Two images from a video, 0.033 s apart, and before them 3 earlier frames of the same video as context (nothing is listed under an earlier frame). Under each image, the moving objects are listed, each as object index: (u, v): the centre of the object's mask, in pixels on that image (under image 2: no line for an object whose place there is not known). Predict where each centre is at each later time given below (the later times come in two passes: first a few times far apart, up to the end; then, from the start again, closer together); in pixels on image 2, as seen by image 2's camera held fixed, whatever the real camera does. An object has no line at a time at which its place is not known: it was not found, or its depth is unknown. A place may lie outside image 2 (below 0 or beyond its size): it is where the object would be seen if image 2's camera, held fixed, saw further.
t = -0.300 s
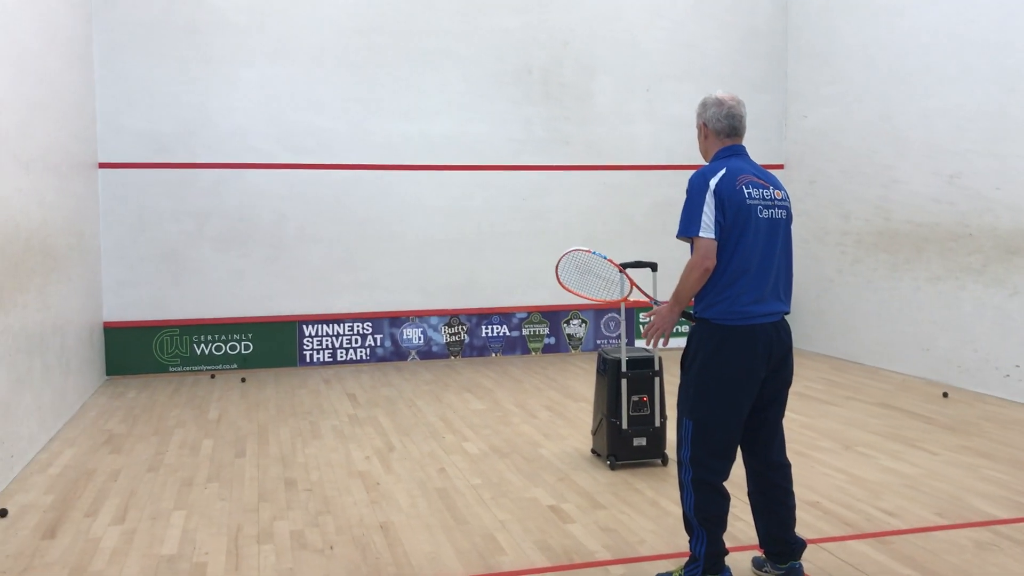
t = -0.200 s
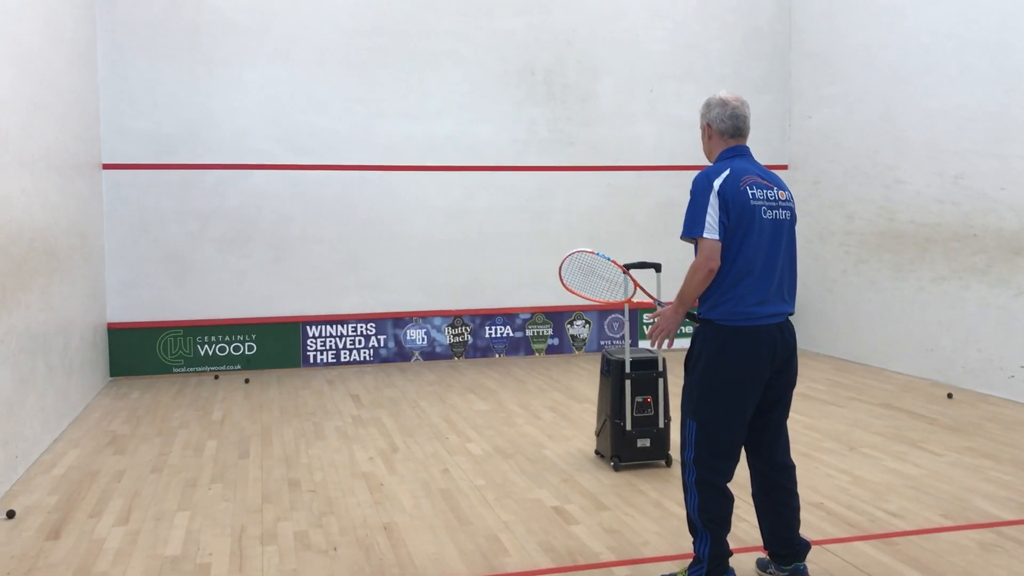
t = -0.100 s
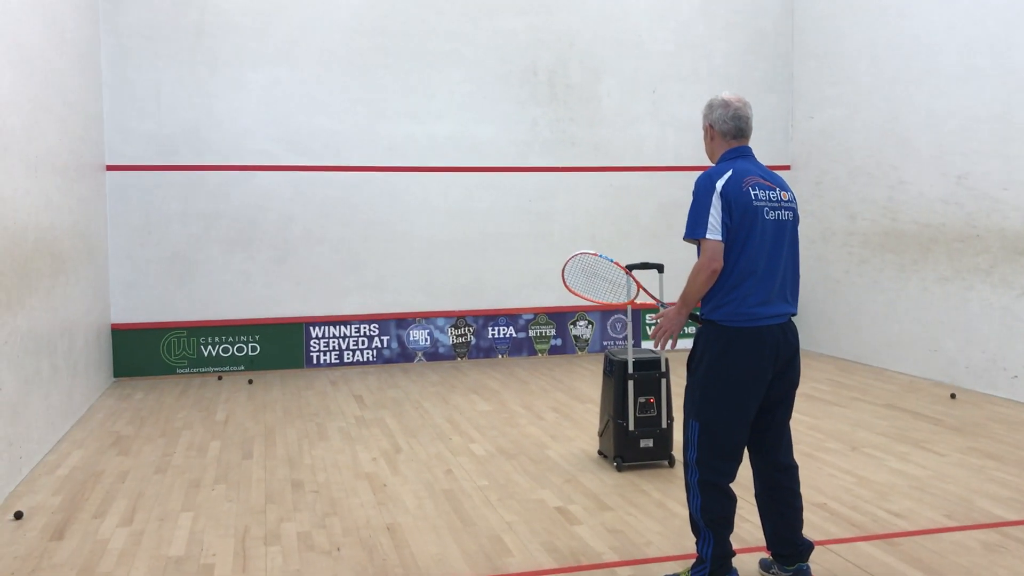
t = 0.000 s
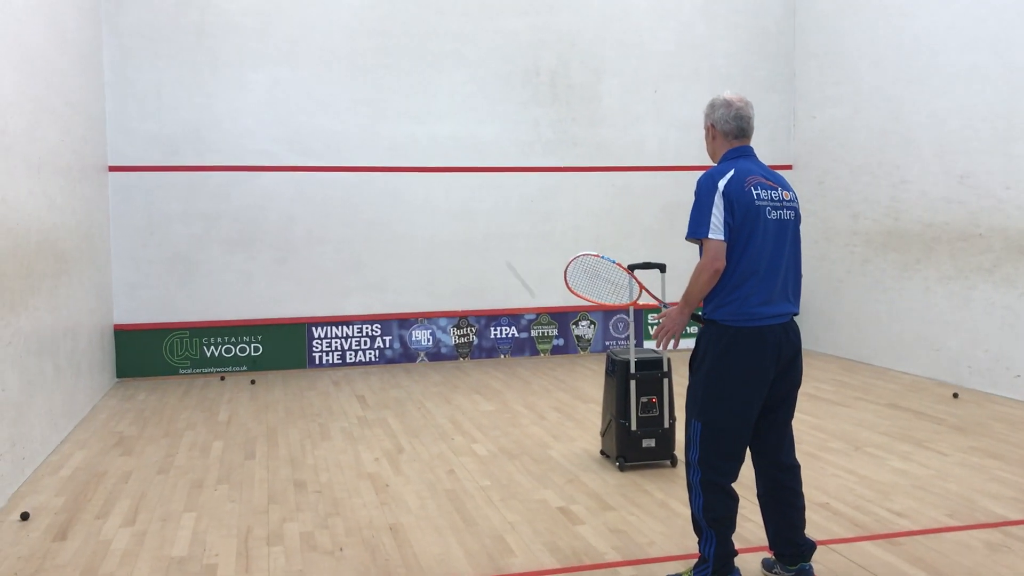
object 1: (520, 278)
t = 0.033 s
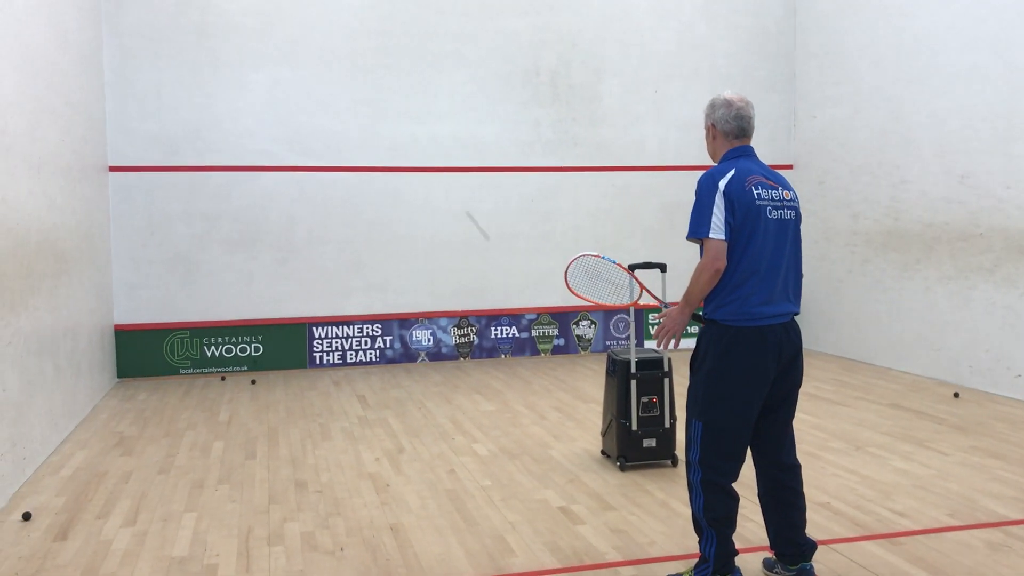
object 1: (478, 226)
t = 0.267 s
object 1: (413, 86)
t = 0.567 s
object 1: (396, 17)
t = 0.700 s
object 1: (384, 26)
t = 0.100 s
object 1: (419, 154)
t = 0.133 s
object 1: (418, 140)
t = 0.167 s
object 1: (417, 129)
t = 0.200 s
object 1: (415, 112)
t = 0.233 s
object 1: (414, 99)
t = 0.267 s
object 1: (413, 86)
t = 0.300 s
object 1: (411, 75)
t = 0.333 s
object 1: (409, 64)
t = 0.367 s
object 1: (408, 54)
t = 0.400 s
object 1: (406, 45)
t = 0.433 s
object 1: (404, 36)
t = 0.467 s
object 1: (402, 30)
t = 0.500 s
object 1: (400, 24)
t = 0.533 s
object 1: (398, 19)
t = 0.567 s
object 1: (396, 17)
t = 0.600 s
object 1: (393, 16)
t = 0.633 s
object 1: (390, 17)
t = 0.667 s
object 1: (387, 20)
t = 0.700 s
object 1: (384, 26)
